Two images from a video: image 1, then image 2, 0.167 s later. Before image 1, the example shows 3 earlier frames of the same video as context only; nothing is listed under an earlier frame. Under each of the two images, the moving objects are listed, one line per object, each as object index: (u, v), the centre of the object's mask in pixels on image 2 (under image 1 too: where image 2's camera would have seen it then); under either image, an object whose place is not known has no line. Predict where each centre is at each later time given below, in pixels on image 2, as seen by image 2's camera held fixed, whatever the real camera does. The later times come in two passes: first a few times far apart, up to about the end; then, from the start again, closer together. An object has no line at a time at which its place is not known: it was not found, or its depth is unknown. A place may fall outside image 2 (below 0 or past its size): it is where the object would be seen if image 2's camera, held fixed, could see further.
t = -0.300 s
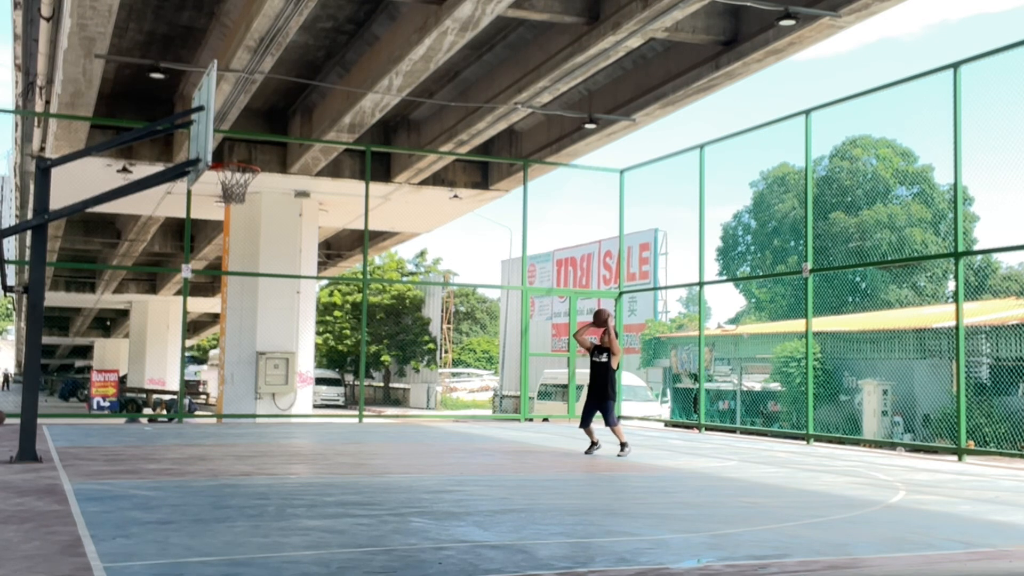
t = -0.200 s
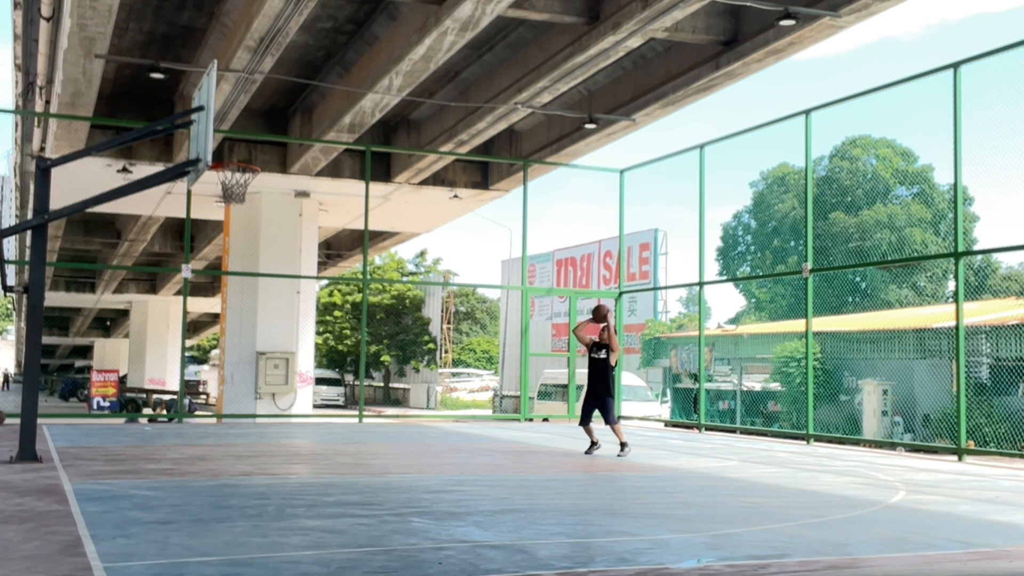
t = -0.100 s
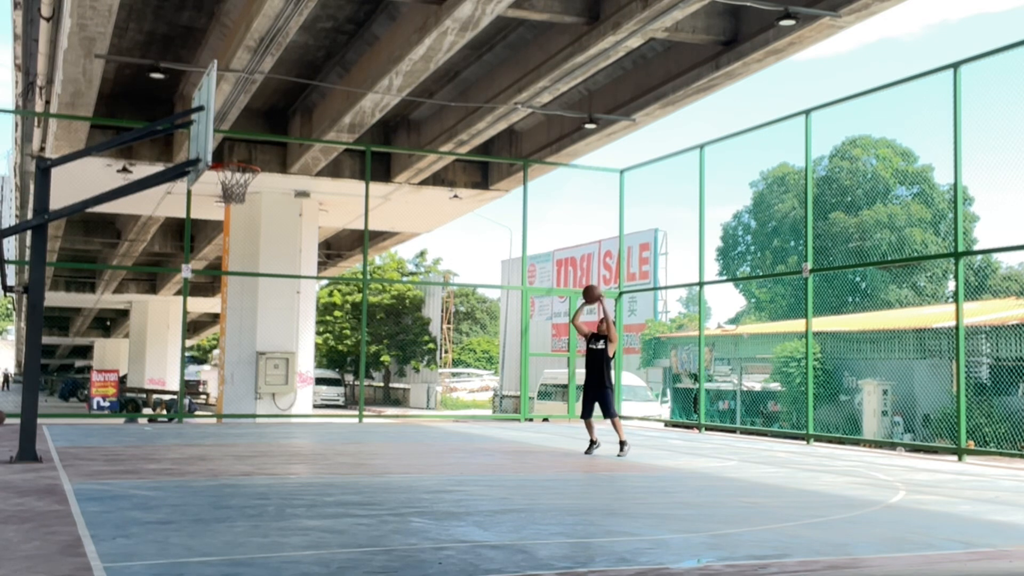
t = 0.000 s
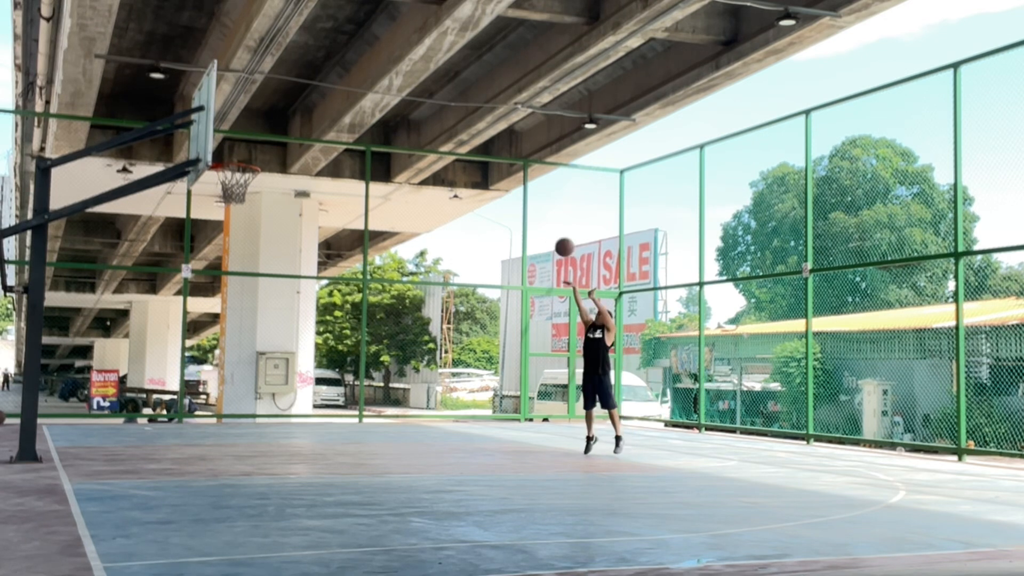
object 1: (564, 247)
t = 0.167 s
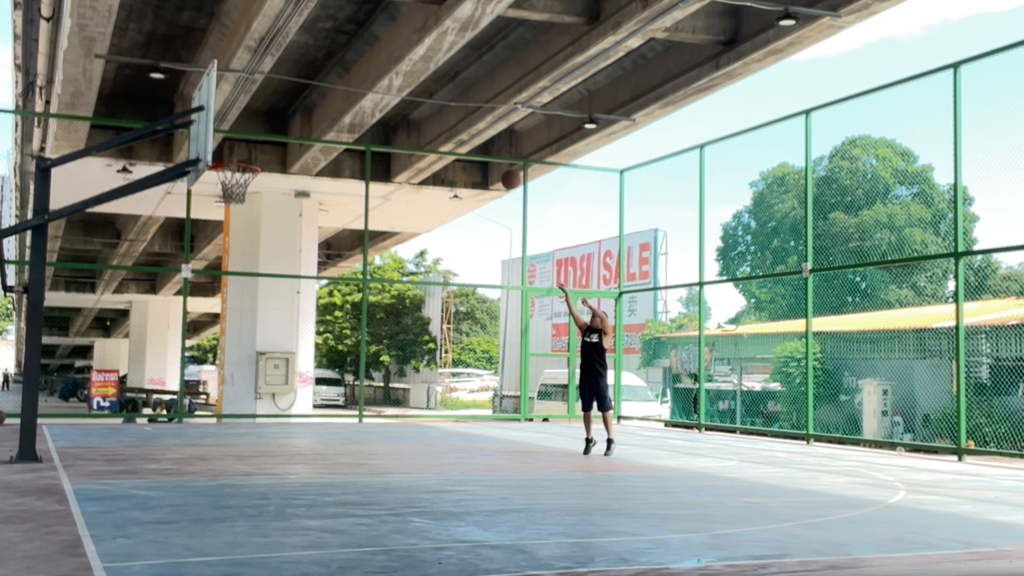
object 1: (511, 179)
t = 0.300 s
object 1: (467, 142)
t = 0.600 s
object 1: (362, 106)
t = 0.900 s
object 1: (248, 150)
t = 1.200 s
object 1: (235, 179)
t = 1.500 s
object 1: (234, 196)
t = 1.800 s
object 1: (248, 244)
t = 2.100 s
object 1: (256, 369)
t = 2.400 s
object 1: (267, 364)
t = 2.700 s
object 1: (279, 282)
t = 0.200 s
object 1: (501, 169)
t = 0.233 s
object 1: (490, 159)
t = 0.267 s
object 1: (479, 150)
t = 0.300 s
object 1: (467, 142)
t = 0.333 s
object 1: (456, 134)
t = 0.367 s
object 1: (445, 127)
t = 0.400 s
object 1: (434, 122)
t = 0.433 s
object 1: (422, 117)
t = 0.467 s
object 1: (411, 113)
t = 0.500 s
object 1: (399, 111)
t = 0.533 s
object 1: (386, 108)
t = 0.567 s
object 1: (374, 107)
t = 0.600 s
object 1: (362, 106)
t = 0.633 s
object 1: (350, 107)
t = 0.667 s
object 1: (338, 108)
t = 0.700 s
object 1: (326, 111)
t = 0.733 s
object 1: (314, 116)
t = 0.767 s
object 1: (300, 120)
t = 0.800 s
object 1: (287, 126)
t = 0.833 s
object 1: (274, 133)
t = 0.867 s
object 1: (261, 140)
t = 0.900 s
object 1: (248, 150)
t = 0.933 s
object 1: (234, 155)
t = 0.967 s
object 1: (232, 166)
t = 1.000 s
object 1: (238, 174)
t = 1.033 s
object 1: (241, 176)
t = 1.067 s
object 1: (241, 182)
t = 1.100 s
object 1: (242, 182)
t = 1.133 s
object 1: (240, 182)
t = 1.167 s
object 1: (238, 180)
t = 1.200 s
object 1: (235, 179)
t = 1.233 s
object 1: (233, 179)
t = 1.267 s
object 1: (232, 179)
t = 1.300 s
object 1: (230, 180)
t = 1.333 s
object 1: (228, 182)
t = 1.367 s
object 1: (228, 185)
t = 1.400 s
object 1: (230, 189)
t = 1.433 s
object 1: (231, 190)
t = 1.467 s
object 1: (232, 193)
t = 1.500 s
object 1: (234, 196)
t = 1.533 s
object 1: (236, 198)
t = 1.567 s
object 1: (238, 201)
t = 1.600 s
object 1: (239, 204)
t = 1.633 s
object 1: (241, 208)
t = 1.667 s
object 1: (242, 213)
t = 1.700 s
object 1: (244, 219)
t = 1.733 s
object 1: (245, 227)
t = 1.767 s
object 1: (246, 235)
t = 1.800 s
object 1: (248, 244)
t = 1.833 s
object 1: (249, 254)
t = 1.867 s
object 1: (250, 265)
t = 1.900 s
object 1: (251, 277)
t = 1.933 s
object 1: (252, 290)
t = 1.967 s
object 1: (253, 304)
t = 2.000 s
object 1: (254, 319)
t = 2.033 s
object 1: (255, 335)
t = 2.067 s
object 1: (256, 352)
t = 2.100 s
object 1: (256, 369)
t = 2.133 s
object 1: (257, 388)
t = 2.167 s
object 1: (257, 408)
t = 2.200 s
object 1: (258, 429)
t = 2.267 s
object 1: (261, 427)
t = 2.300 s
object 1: (262, 410)
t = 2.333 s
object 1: (264, 393)
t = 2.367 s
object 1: (266, 378)
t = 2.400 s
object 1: (267, 364)
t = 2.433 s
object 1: (269, 351)
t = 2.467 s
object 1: (270, 338)
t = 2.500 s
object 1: (272, 327)
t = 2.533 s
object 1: (273, 317)
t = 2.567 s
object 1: (275, 308)
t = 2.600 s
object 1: (276, 300)
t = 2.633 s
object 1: (277, 293)
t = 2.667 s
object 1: (278, 287)
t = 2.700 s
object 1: (279, 282)
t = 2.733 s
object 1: (280, 278)
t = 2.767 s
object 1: (281, 275)
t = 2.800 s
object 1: (282, 273)
